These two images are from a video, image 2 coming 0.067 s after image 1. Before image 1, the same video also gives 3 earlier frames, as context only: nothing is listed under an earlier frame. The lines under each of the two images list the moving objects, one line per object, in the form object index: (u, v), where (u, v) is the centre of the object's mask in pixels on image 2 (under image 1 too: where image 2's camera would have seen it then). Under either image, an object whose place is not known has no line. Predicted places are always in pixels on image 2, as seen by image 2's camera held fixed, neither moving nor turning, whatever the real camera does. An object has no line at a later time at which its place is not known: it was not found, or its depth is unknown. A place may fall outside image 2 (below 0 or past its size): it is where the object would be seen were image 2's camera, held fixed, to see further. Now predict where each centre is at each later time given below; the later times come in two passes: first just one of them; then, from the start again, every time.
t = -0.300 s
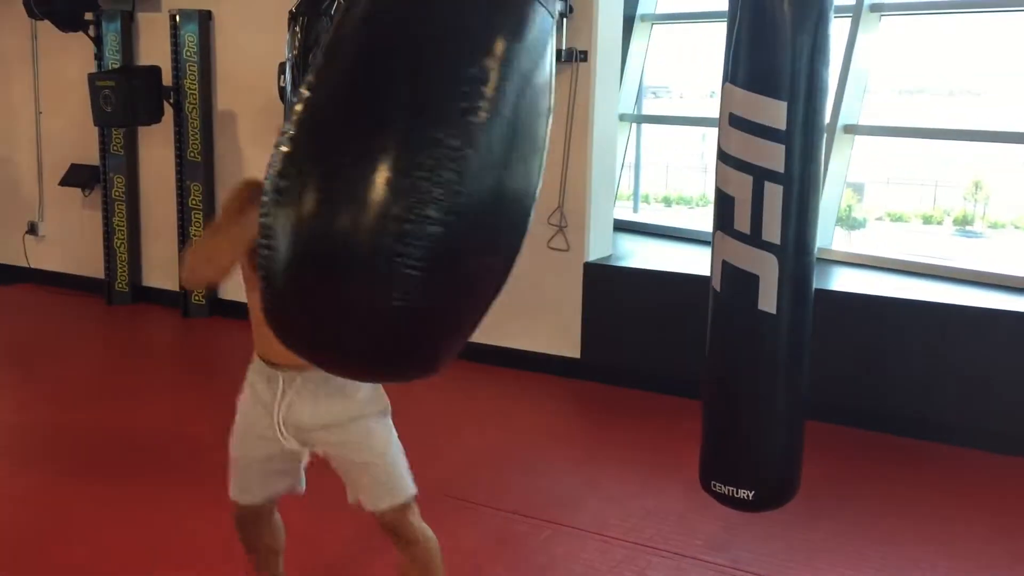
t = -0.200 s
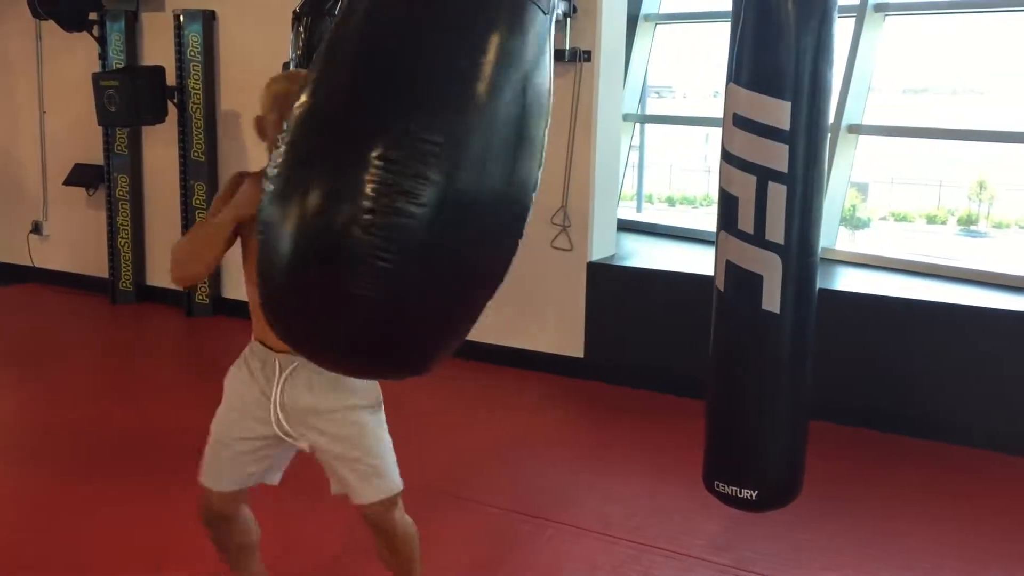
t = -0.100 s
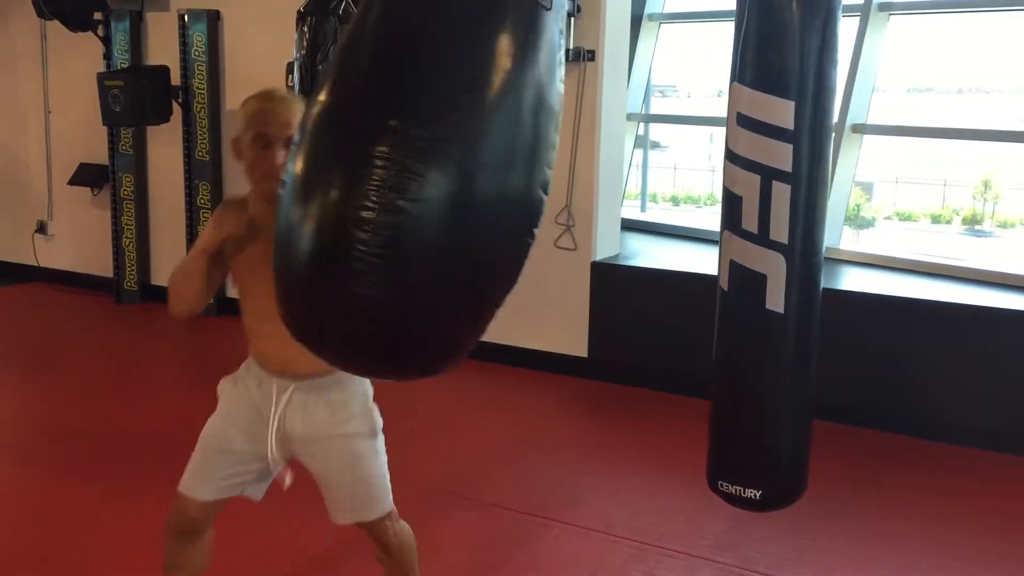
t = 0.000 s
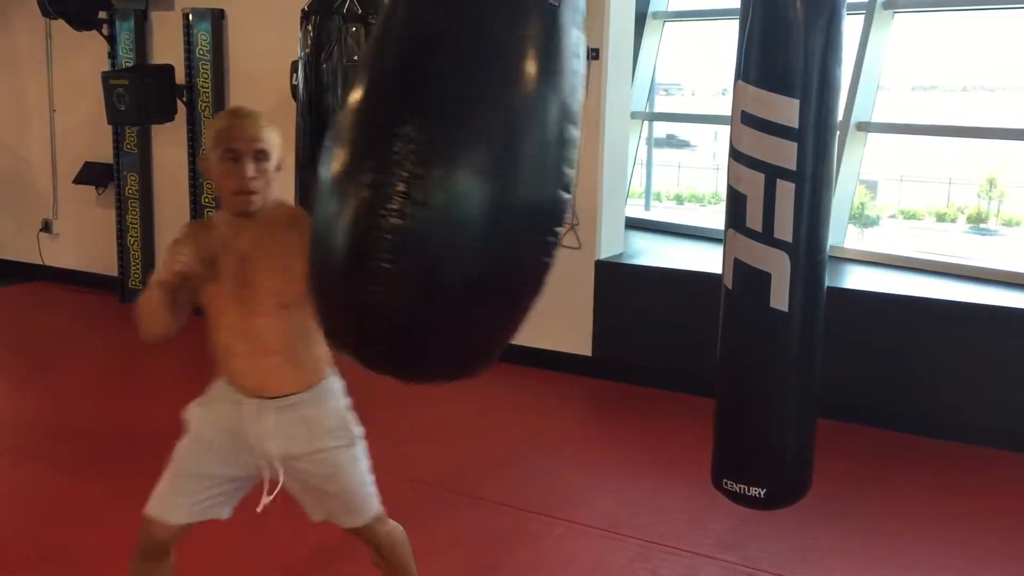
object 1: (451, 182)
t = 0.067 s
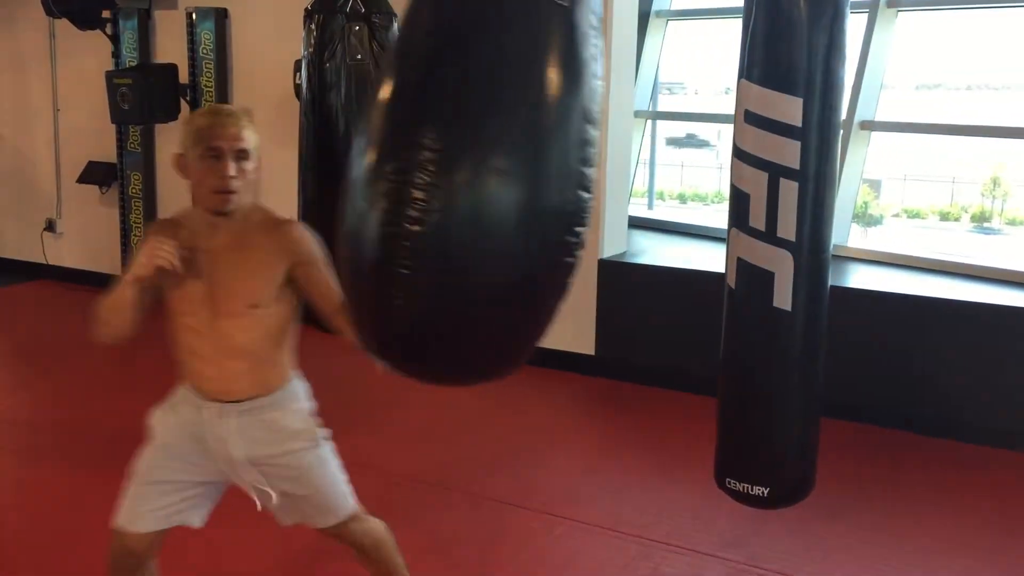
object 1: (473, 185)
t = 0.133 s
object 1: (497, 186)
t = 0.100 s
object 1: (484, 186)
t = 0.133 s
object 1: (497, 186)
